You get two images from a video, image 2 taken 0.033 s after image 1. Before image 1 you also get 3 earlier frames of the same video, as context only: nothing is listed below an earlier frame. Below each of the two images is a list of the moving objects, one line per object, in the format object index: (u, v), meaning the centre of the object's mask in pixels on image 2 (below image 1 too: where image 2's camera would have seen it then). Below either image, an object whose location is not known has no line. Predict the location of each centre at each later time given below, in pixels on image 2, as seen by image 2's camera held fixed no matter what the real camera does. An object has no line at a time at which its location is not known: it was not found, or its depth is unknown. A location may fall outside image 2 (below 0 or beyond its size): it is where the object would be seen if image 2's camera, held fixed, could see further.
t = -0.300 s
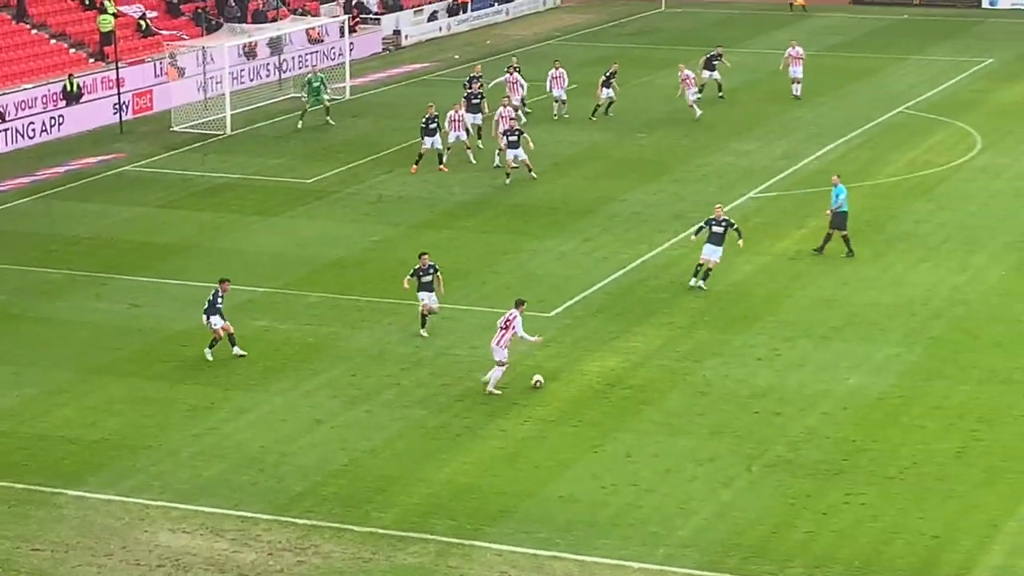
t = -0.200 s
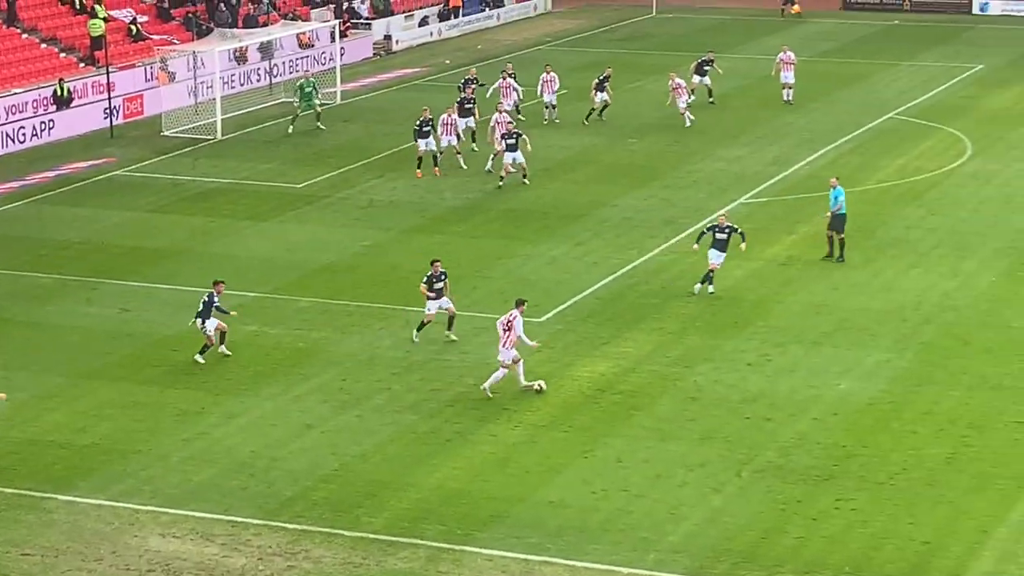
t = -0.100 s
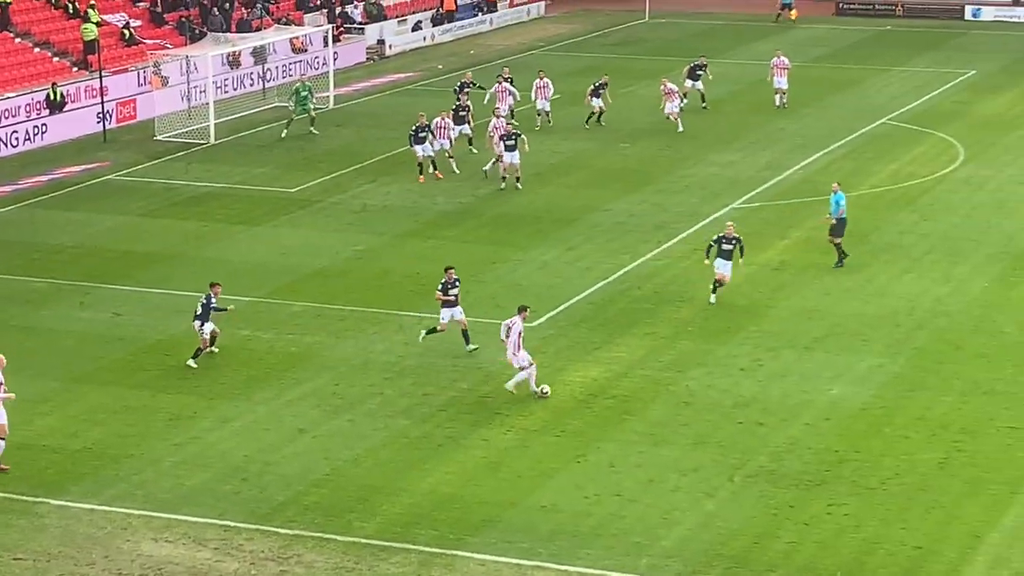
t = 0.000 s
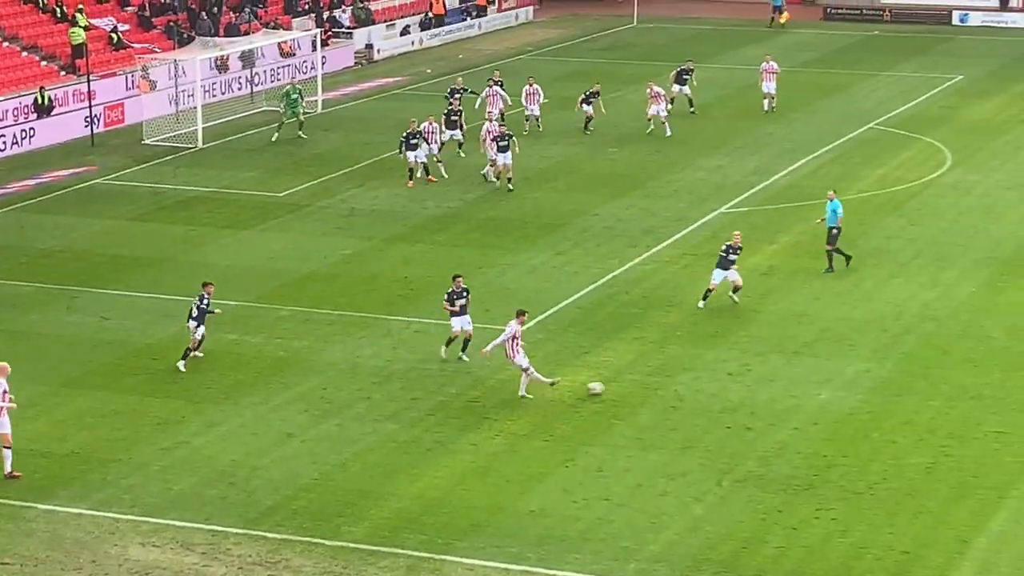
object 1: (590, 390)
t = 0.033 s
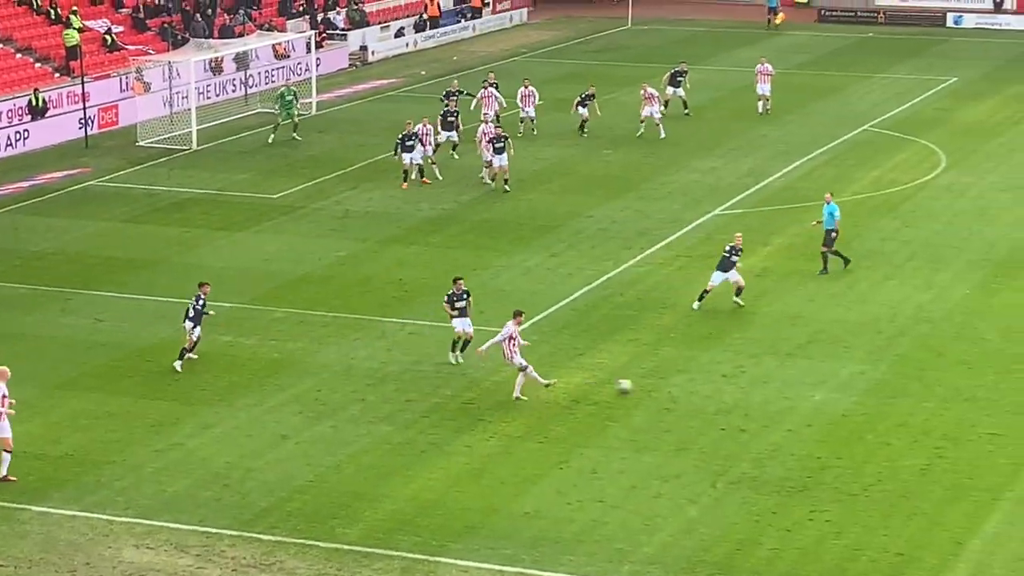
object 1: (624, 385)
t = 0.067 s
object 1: (659, 381)
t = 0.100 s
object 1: (692, 378)
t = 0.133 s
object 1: (724, 375)
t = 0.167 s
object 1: (755, 372)
